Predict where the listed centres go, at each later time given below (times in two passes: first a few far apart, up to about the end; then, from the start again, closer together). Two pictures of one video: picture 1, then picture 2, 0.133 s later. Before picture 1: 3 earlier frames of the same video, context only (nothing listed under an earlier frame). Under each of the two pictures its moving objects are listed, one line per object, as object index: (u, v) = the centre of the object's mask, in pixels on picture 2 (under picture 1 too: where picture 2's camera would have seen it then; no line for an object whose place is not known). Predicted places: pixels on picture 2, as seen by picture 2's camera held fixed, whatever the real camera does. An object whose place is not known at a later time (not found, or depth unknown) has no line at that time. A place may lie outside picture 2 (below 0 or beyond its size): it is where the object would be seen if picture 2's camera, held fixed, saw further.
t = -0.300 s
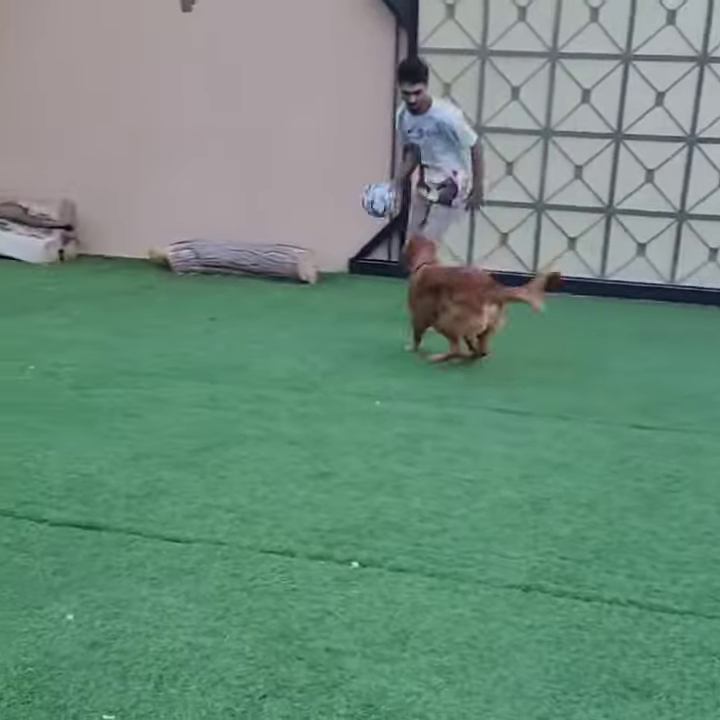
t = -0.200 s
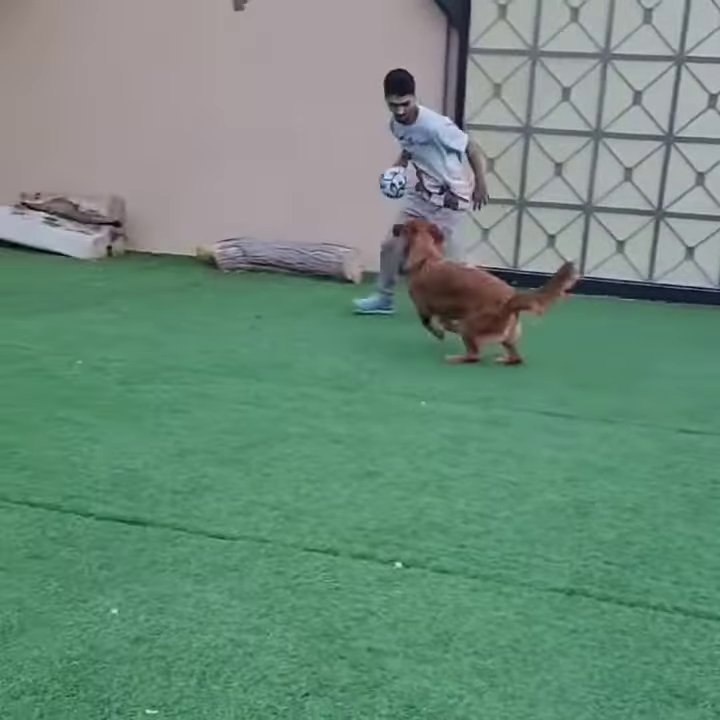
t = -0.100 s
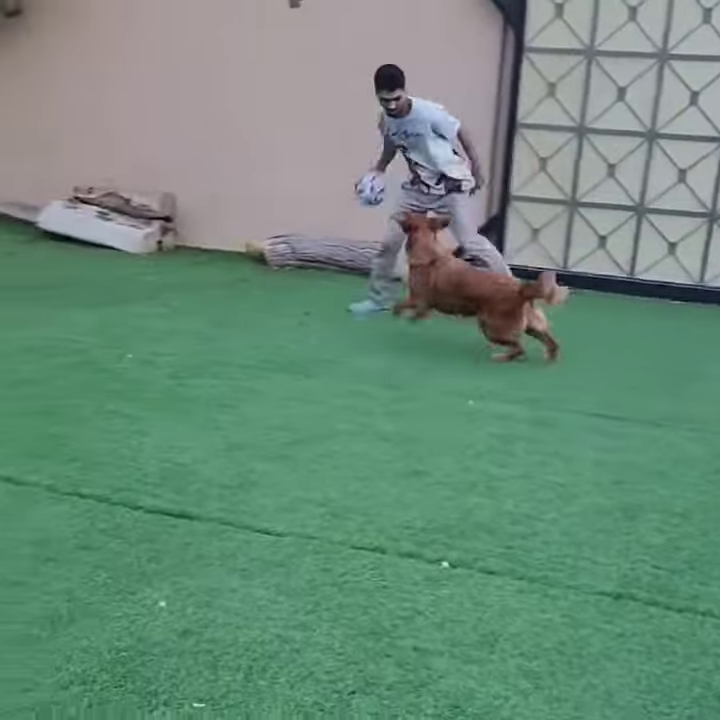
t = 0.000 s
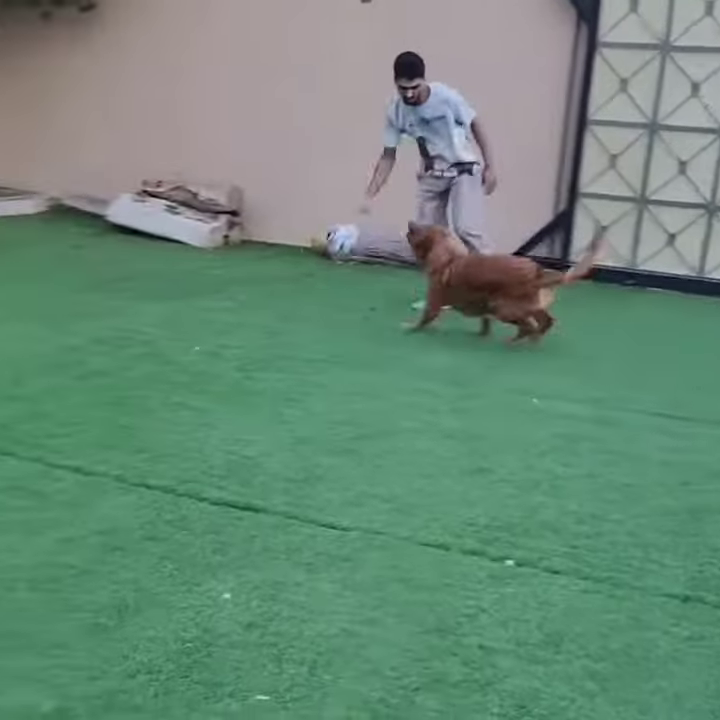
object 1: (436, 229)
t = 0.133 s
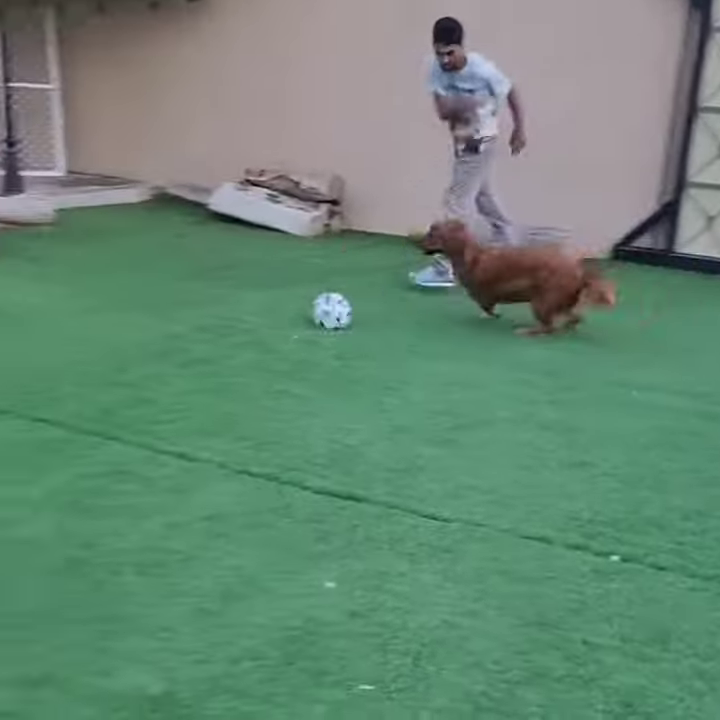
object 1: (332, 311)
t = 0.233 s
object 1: (280, 298)
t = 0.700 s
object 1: (-101, 418)
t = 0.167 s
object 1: (316, 305)
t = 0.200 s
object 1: (298, 301)
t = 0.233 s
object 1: (280, 298)
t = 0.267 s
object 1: (261, 297)
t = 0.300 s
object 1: (240, 299)
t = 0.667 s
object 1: (-68, 409)
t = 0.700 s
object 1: (-101, 418)
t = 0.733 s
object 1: (-137, 430)
